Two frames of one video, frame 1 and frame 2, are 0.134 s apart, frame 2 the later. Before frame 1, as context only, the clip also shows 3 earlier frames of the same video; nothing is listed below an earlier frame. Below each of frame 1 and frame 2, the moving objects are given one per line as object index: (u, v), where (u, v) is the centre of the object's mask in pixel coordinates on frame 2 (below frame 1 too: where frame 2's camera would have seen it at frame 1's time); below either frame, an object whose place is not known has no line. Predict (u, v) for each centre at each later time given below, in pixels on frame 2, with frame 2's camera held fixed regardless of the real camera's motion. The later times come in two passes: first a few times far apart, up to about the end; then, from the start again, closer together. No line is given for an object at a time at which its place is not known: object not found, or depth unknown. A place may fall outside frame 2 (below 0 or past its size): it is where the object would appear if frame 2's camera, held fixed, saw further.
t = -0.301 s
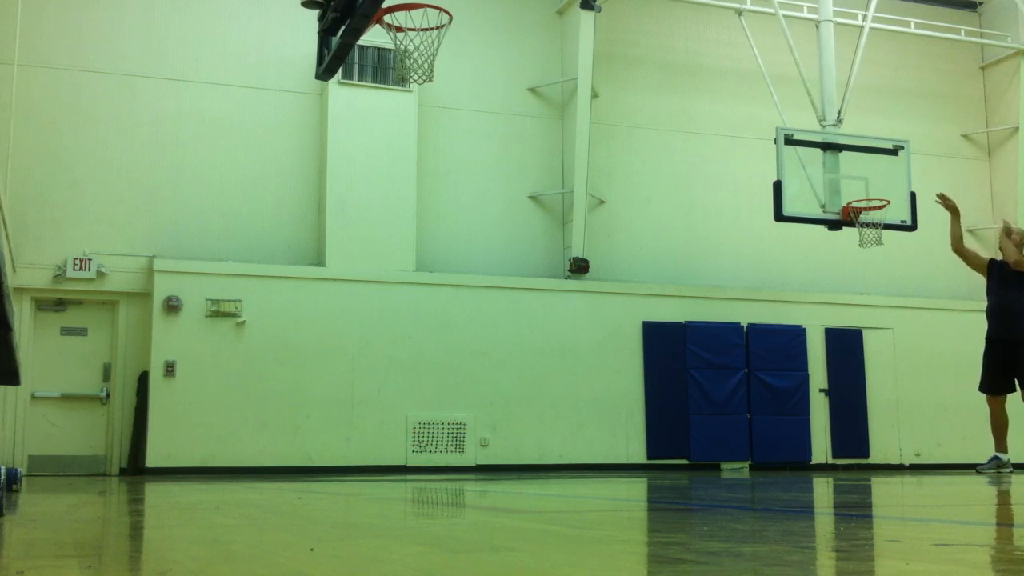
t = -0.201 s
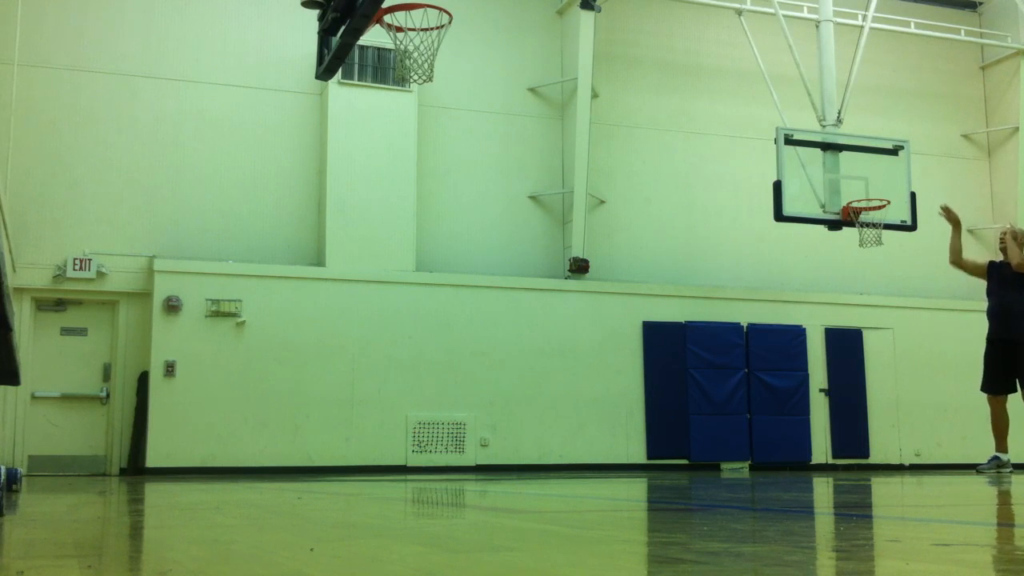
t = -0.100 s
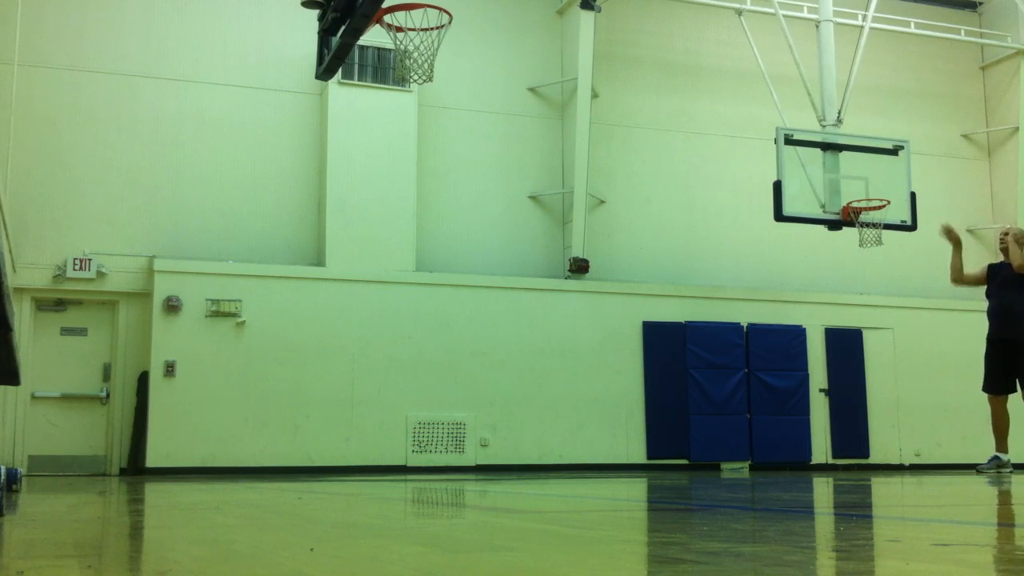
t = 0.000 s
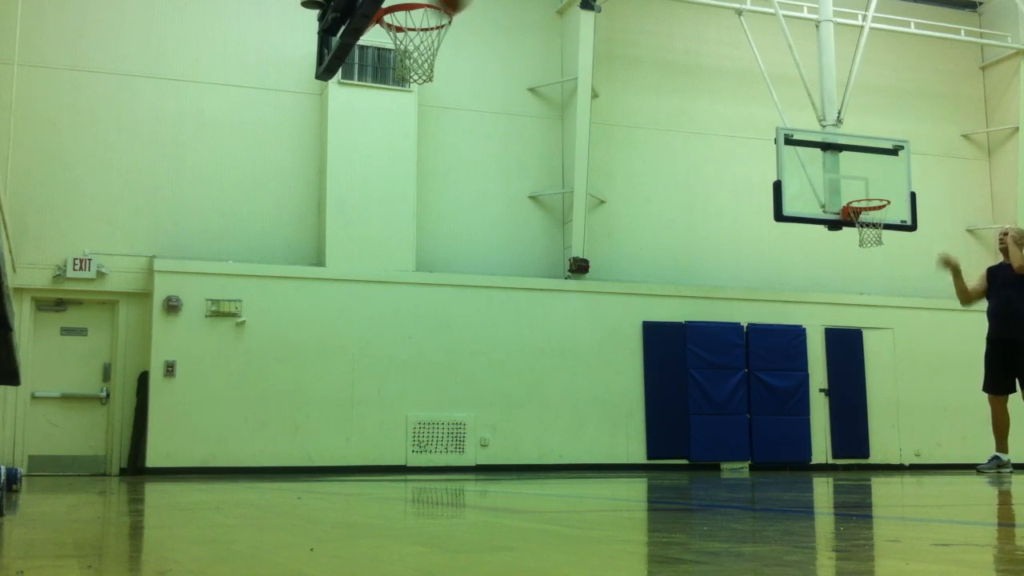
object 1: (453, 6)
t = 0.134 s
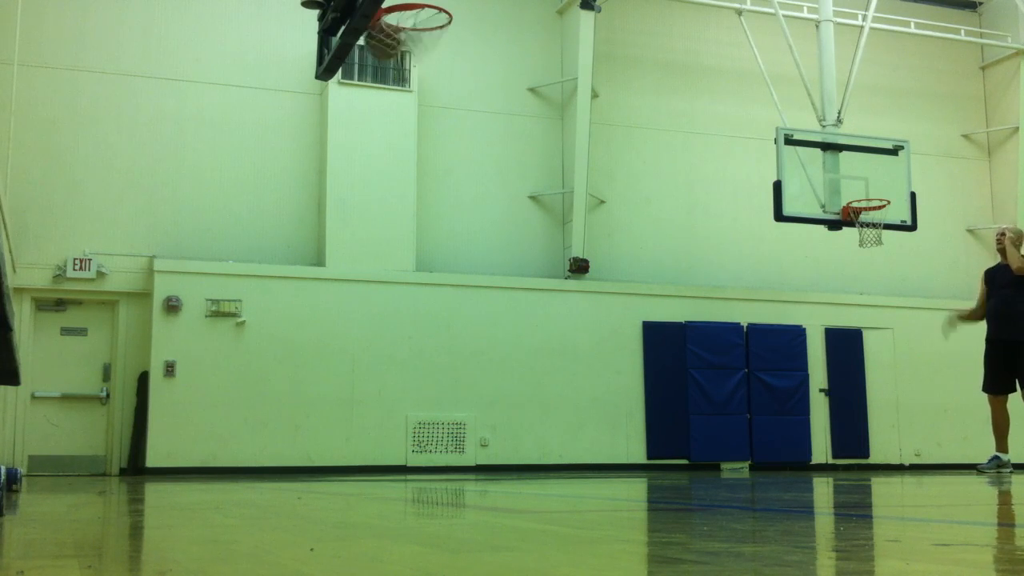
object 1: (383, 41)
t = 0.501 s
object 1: (429, 104)
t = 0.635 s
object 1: (450, 163)
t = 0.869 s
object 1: (485, 333)
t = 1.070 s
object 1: (513, 408)
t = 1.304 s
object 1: (538, 298)
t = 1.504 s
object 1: (559, 266)
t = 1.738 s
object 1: (584, 298)
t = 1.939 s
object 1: (606, 389)
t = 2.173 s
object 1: (630, 399)
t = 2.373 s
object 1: (650, 352)
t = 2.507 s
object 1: (662, 351)
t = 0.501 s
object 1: (429, 104)
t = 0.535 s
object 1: (434, 117)
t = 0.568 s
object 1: (439, 130)
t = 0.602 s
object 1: (444, 146)
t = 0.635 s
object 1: (450, 163)
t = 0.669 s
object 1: (455, 182)
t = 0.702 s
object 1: (460, 202)
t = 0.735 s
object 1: (465, 224)
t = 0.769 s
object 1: (470, 248)
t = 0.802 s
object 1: (476, 274)
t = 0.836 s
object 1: (480, 305)
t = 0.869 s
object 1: (485, 333)
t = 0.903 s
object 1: (490, 363)
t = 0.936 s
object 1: (495, 397)
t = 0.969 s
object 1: (500, 434)
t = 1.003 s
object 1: (506, 449)
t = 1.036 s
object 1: (509, 429)
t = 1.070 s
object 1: (513, 408)
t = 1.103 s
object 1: (517, 386)
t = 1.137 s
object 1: (520, 369)
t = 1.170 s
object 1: (524, 351)
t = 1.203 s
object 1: (527, 335)
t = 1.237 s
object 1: (531, 321)
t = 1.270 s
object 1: (534, 309)
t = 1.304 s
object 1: (538, 298)
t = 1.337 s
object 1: (542, 288)
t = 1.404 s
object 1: (549, 275)
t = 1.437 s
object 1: (552, 270)
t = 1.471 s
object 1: (555, 267)
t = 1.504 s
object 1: (559, 266)
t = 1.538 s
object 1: (562, 266)
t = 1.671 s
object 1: (577, 280)
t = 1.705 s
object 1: (580, 289)
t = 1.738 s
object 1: (584, 298)
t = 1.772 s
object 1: (588, 310)
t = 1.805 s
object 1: (591, 322)
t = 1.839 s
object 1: (595, 337)
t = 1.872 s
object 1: (598, 352)
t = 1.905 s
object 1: (602, 370)
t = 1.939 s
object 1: (606, 389)
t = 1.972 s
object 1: (610, 410)
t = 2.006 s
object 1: (614, 433)
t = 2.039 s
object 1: (618, 455)
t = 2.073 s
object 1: (621, 442)
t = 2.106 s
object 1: (624, 427)
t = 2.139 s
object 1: (627, 412)
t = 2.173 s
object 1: (630, 399)
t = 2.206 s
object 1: (633, 387)
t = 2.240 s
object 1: (637, 377)
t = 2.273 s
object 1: (640, 368)
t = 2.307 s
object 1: (643, 361)
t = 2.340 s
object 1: (647, 356)
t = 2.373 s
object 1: (650, 352)
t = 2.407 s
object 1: (654, 349)
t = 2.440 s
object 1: (657, 349)
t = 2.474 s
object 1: (659, 349)
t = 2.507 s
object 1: (662, 351)
